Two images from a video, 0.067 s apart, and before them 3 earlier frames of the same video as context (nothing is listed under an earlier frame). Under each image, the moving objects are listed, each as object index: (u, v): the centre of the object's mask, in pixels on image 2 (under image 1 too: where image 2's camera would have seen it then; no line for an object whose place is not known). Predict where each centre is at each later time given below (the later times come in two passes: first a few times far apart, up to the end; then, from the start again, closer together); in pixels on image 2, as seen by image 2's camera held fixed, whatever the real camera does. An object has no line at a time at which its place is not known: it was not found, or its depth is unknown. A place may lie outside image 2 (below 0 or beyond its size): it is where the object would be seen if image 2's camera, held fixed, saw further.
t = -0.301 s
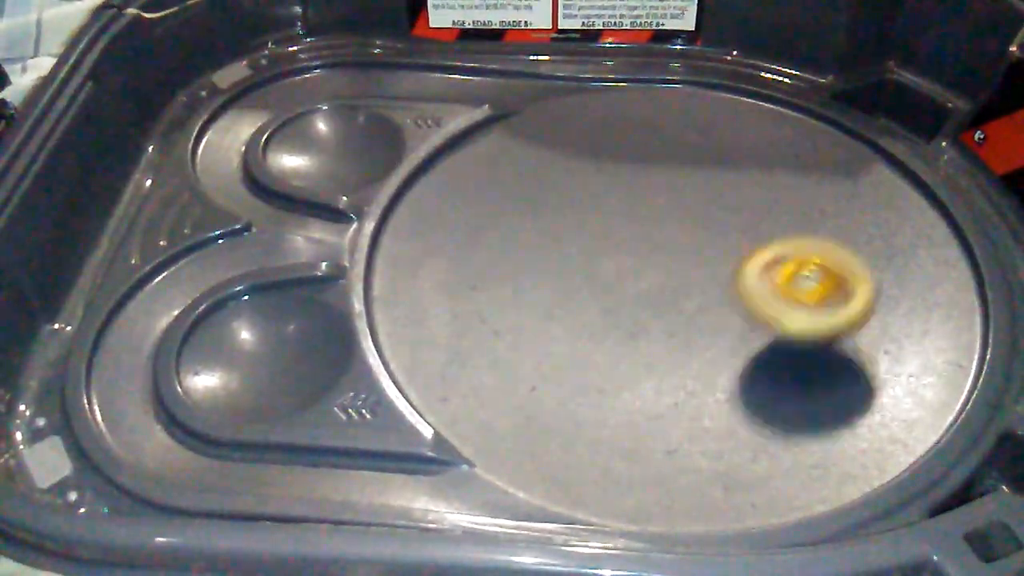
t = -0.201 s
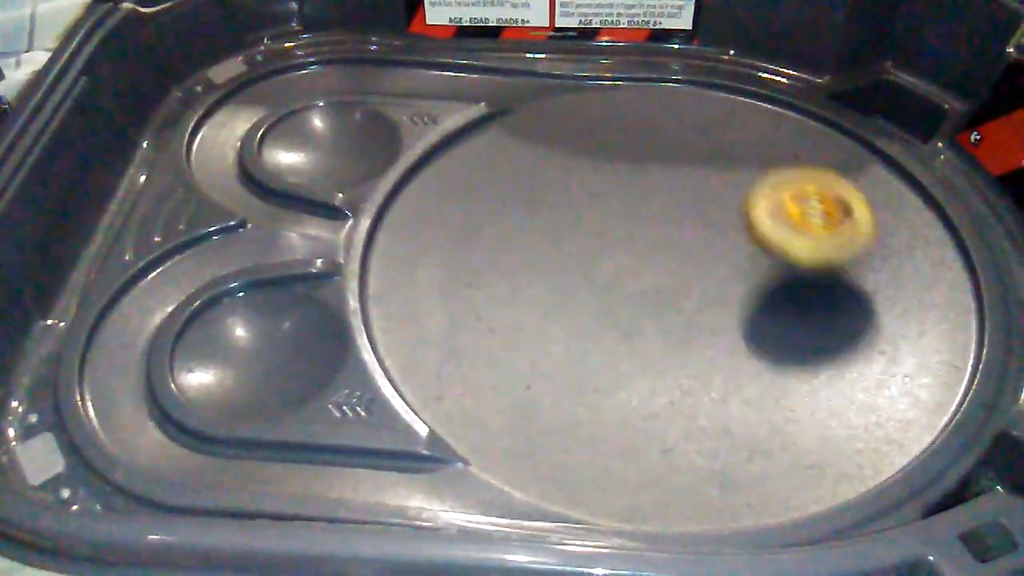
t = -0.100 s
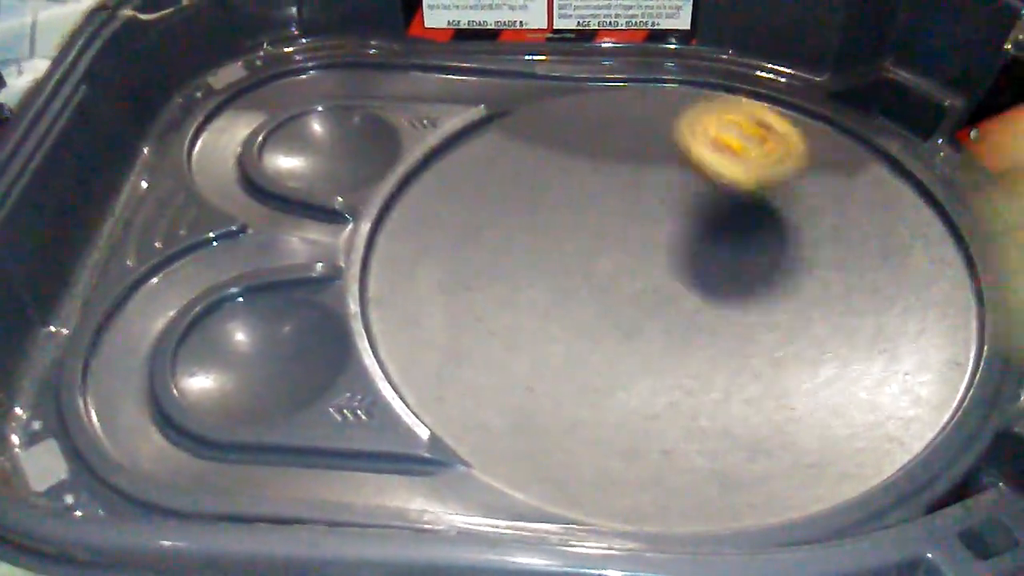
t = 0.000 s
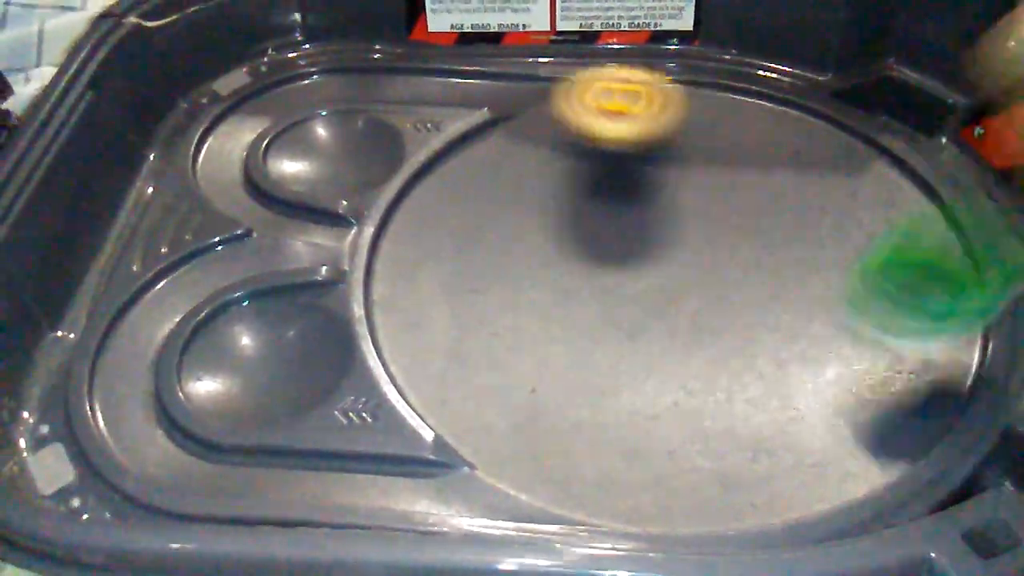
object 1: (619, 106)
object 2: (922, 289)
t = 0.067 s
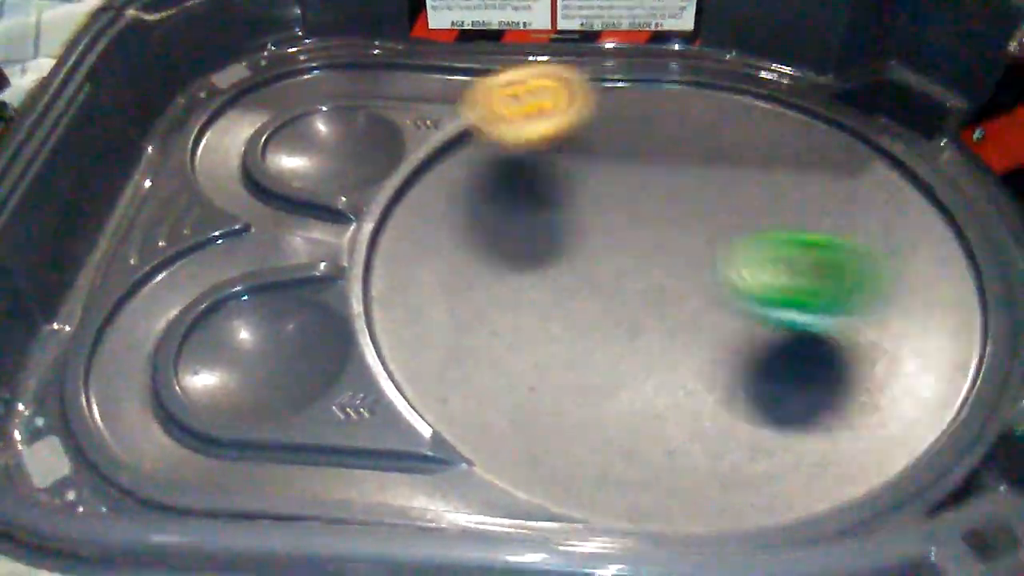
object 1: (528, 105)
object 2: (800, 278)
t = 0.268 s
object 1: (338, 255)
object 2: (479, 215)
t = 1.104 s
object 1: (576, 404)
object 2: (649, 48)
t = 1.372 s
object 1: (704, 203)
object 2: (232, 150)
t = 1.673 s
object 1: (451, 125)
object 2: (936, 318)
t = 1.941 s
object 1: (536, 342)
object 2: (540, 79)
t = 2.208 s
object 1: (857, 222)
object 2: (477, 395)
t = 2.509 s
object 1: (616, 61)
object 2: (940, 163)
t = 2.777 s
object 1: (438, 269)
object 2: (451, 40)
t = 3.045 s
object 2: (272, 167)
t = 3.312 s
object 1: (943, 196)
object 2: (780, 348)
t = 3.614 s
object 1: (554, 128)
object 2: (791, 183)
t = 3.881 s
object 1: (436, 364)
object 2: (408, 170)
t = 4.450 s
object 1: (877, 165)
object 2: (737, 167)
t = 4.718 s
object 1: (547, 148)
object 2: (367, 44)
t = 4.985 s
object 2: (394, 217)
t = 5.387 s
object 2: (874, 220)
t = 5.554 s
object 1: (746, 220)
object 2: (719, 113)
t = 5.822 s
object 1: (498, 176)
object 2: (384, 227)
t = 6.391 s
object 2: (718, 115)
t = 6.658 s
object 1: (760, 147)
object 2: (387, 241)
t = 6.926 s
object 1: (535, 122)
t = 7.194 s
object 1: (485, 315)
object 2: (757, 160)
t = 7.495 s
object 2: (398, 193)
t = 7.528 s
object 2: (390, 236)
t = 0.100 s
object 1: (484, 116)
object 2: (733, 263)
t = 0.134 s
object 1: (441, 133)
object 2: (666, 246)
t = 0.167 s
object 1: (408, 158)
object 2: (599, 232)
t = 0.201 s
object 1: (388, 195)
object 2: (534, 220)
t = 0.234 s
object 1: (364, 223)
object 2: (491, 214)
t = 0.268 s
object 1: (338, 255)
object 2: (479, 215)
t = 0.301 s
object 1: (313, 312)
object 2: (469, 219)
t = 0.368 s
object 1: (230, 384)
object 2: (461, 239)
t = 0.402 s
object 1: (183, 417)
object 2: (463, 255)
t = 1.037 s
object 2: (783, 63)
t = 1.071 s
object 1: (537, 410)
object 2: (719, 54)
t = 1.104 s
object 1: (576, 404)
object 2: (649, 48)
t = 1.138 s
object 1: (616, 395)
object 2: (579, 48)
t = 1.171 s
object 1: (653, 378)
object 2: (502, 52)
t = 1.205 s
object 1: (683, 355)
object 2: (428, 49)
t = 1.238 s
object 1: (701, 326)
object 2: (362, 39)
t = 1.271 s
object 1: (713, 295)
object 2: (286, 37)
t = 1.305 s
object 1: (718, 264)
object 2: (219, 64)
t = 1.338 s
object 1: (716, 233)
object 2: (201, 110)
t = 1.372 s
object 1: (704, 203)
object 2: (232, 150)
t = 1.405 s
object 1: (684, 176)
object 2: (312, 182)
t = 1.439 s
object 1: (662, 151)
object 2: (396, 222)
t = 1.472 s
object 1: (633, 131)
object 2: (488, 271)
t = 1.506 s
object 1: (602, 114)
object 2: (584, 306)
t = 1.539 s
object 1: (567, 102)
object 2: (678, 332)
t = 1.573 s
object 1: (533, 94)
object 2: (770, 351)
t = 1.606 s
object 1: (498, 90)
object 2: (863, 360)
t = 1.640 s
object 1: (472, 101)
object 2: (952, 359)
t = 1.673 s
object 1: (451, 125)
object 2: (936, 318)
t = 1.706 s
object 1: (438, 151)
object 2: (902, 284)
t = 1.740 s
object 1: (423, 178)
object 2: (862, 247)
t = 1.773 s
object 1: (415, 205)
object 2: (817, 208)
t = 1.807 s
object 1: (415, 235)
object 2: (765, 172)
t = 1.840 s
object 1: (429, 266)
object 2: (710, 143)
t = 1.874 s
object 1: (452, 295)
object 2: (658, 118)
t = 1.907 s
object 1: (492, 322)
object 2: (600, 97)
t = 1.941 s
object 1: (536, 342)
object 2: (540, 79)
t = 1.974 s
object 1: (590, 357)
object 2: (499, 76)
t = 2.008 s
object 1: (646, 360)
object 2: (473, 102)
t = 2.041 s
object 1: (699, 355)
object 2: (444, 147)
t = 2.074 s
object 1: (747, 341)
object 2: (415, 183)
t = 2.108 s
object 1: (790, 317)
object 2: (391, 229)
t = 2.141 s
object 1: (823, 289)
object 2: (382, 278)
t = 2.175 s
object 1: (846, 257)
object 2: (415, 336)
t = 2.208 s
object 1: (857, 222)
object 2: (477, 395)
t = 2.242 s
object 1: (860, 188)
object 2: (555, 445)
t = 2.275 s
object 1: (850, 154)
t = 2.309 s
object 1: (832, 125)
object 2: (728, 432)
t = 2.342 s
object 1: (807, 100)
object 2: (815, 398)
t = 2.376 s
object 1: (777, 78)
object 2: (885, 352)
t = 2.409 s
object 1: (743, 63)
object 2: (931, 303)
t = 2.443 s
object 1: (704, 56)
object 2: (956, 252)
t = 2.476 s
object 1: (660, 57)
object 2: (960, 204)
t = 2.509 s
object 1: (616, 61)
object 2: (940, 163)
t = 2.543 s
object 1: (574, 69)
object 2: (898, 126)
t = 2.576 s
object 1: (537, 81)
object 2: (852, 98)
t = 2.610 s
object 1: (505, 99)
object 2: (796, 74)
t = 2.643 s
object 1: (476, 126)
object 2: (736, 54)
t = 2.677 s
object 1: (454, 155)
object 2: (671, 43)
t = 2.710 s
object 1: (438, 193)
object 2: (594, 52)
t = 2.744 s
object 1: (433, 232)
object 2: (522, 58)
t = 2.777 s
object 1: (438, 269)
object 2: (451, 40)
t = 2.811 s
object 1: (457, 313)
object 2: (387, 35)
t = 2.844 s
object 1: (486, 353)
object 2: (338, 47)
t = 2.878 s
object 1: (528, 390)
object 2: (277, 54)
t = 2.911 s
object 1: (584, 423)
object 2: (226, 56)
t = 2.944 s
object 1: (645, 446)
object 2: (218, 86)
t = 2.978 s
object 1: (708, 461)
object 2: (214, 133)
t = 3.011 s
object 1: (769, 463)
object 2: (227, 153)
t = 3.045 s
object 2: (272, 167)
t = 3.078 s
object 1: (874, 424)
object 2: (328, 199)
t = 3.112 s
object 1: (913, 393)
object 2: (391, 226)
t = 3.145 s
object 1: (949, 359)
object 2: (456, 264)
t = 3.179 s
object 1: (963, 325)
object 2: (523, 292)
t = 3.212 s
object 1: (972, 289)
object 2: (590, 313)
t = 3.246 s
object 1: (970, 256)
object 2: (658, 333)
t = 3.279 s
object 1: (961, 225)
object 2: (724, 344)
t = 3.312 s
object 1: (943, 196)
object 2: (780, 348)
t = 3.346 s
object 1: (913, 169)
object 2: (832, 345)
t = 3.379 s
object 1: (876, 147)
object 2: (871, 335)
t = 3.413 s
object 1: (834, 130)
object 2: (897, 320)
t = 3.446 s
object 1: (789, 119)
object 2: (908, 301)
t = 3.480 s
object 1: (741, 112)
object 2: (907, 279)
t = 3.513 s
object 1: (693, 110)
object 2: (893, 255)
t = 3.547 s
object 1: (643, 112)
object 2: (868, 229)
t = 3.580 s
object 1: (596, 117)
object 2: (834, 206)
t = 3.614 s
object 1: (554, 128)
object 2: (791, 183)
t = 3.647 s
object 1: (512, 145)
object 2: (745, 163)
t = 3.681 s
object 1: (472, 166)
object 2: (690, 145)
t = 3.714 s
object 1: (437, 191)
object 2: (638, 133)
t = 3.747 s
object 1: (408, 221)
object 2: (582, 123)
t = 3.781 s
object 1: (388, 255)
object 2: (530, 118)
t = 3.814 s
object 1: (383, 287)
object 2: (470, 118)
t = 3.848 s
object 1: (410, 327)
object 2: (425, 128)
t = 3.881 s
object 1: (436, 364)
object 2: (408, 170)
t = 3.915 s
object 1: (469, 398)
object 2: (396, 222)
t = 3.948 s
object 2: (386, 270)
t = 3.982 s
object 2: (409, 322)
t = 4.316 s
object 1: (964, 274)
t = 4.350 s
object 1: (956, 243)
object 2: (797, 280)
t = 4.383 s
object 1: (937, 212)
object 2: (786, 240)
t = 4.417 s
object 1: (910, 187)
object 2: (768, 201)
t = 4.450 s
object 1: (877, 165)
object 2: (737, 167)
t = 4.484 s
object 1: (844, 148)
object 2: (698, 134)
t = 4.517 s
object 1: (805, 136)
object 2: (658, 107)
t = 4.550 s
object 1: (763, 127)
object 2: (612, 84)
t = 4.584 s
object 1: (719, 122)
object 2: (569, 66)
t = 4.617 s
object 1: (673, 123)
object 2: (525, 56)
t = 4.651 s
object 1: (631, 127)
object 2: (477, 49)
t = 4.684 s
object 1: (588, 135)
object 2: (423, 43)
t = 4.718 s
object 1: (547, 148)
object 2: (367, 44)
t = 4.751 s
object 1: (512, 163)
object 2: (311, 49)
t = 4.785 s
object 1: (481, 182)
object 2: (251, 52)
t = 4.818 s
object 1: (453, 206)
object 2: (213, 82)
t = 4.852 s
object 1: (429, 232)
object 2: (211, 123)
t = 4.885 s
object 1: (412, 262)
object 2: (231, 150)
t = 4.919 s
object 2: (291, 174)
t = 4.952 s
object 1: (402, 327)
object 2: (336, 190)
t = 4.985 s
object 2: (394, 217)
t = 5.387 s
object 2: (874, 220)
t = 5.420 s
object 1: (826, 309)
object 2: (862, 195)
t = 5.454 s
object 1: (814, 285)
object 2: (835, 169)
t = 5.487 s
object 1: (797, 260)
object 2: (803, 148)
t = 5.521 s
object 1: (773, 240)
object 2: (764, 128)
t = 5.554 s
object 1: (746, 220)
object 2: (719, 113)
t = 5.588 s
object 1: (717, 205)
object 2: (669, 103)
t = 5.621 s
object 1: (685, 192)
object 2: (619, 99)
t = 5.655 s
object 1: (652, 180)
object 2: (564, 100)
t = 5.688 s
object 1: (618, 173)
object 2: (515, 107)
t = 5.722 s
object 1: (584, 169)
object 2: (467, 121)
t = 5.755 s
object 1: (551, 168)
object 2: (422, 142)
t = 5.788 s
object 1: (521, 171)
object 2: (396, 175)
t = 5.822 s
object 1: (498, 176)
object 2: (384, 227)
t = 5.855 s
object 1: (476, 186)
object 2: (390, 279)
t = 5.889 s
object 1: (458, 197)
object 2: (418, 337)
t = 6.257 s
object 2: (888, 207)
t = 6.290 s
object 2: (854, 175)
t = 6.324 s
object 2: (815, 150)
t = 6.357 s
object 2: (770, 129)
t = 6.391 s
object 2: (718, 115)
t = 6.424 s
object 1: (784, 312)
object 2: (663, 106)
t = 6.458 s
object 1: (799, 286)
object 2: (607, 104)
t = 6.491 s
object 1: (809, 260)
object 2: (553, 106)
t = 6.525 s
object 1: (809, 234)
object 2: (501, 113)
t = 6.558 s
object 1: (805, 210)
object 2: (452, 129)
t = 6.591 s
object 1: (794, 186)
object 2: (412, 151)
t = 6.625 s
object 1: (779, 165)
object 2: (396, 198)
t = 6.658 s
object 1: (760, 147)
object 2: (387, 241)
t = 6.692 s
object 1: (737, 130)
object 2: (388, 282)
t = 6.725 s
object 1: (710, 118)
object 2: (420, 337)
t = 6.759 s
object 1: (681, 108)
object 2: (461, 385)
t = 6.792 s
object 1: (653, 103)
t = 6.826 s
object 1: (621, 102)
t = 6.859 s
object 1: (590, 104)
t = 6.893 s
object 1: (561, 110)
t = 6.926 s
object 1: (535, 122)
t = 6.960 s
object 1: (509, 138)
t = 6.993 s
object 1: (488, 156)
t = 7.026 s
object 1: (472, 178)
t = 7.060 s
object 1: (461, 203)
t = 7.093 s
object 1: (456, 230)
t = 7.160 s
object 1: (470, 288)
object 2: (799, 188)
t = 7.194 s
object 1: (485, 315)
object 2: (757, 160)
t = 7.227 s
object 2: (716, 137)
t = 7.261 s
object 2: (669, 122)
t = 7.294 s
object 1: (578, 384)
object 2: (622, 112)
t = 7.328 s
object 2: (573, 107)
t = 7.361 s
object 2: (527, 108)
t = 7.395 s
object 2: (486, 118)
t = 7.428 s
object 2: (445, 132)
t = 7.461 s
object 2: (415, 153)
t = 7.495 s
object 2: (398, 193)
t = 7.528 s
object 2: (390, 236)
